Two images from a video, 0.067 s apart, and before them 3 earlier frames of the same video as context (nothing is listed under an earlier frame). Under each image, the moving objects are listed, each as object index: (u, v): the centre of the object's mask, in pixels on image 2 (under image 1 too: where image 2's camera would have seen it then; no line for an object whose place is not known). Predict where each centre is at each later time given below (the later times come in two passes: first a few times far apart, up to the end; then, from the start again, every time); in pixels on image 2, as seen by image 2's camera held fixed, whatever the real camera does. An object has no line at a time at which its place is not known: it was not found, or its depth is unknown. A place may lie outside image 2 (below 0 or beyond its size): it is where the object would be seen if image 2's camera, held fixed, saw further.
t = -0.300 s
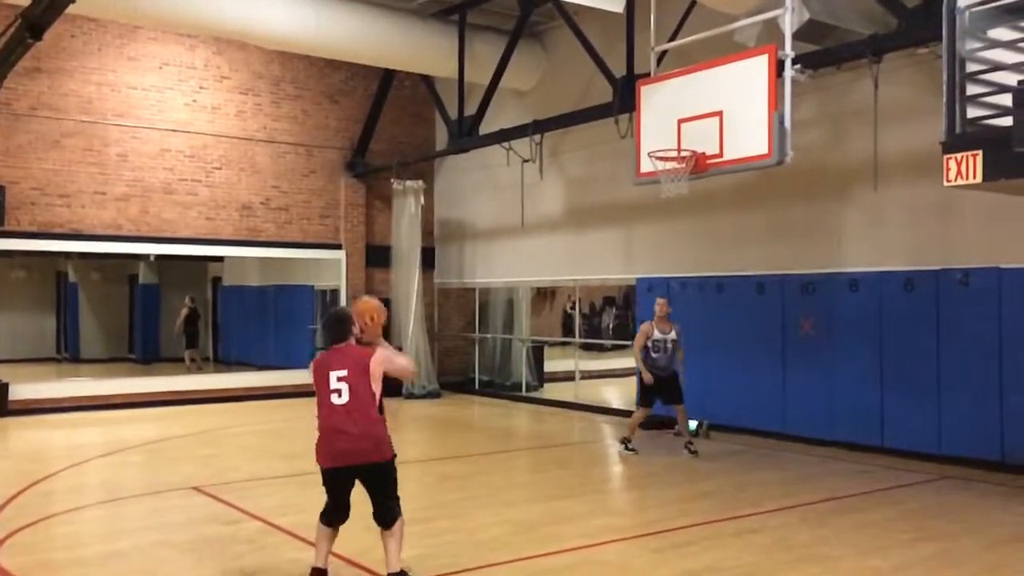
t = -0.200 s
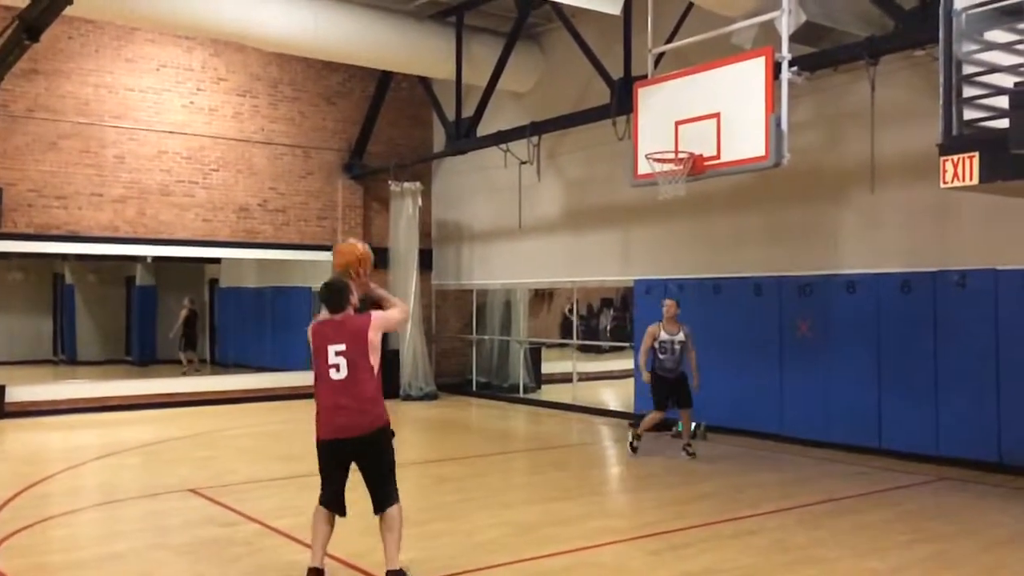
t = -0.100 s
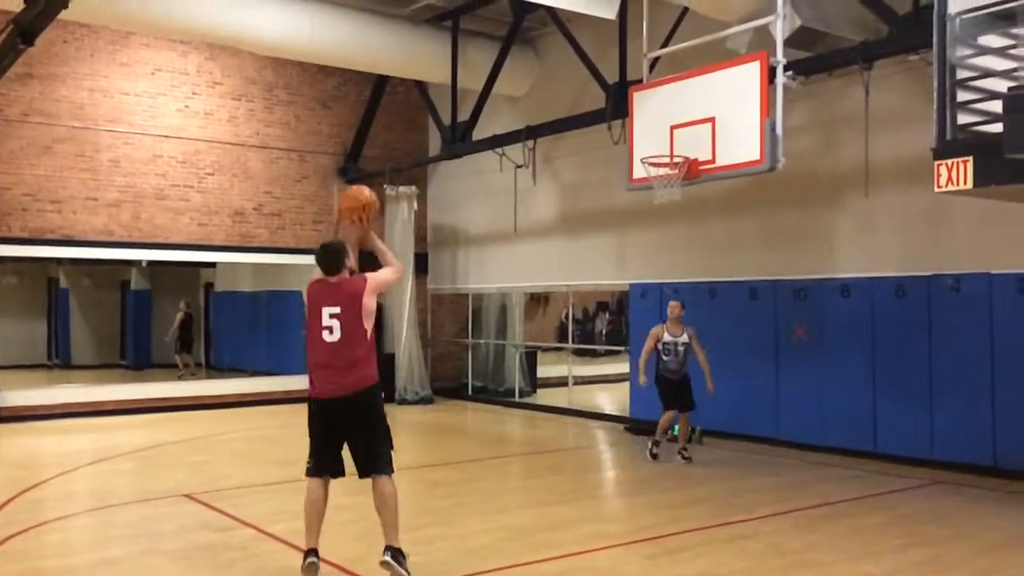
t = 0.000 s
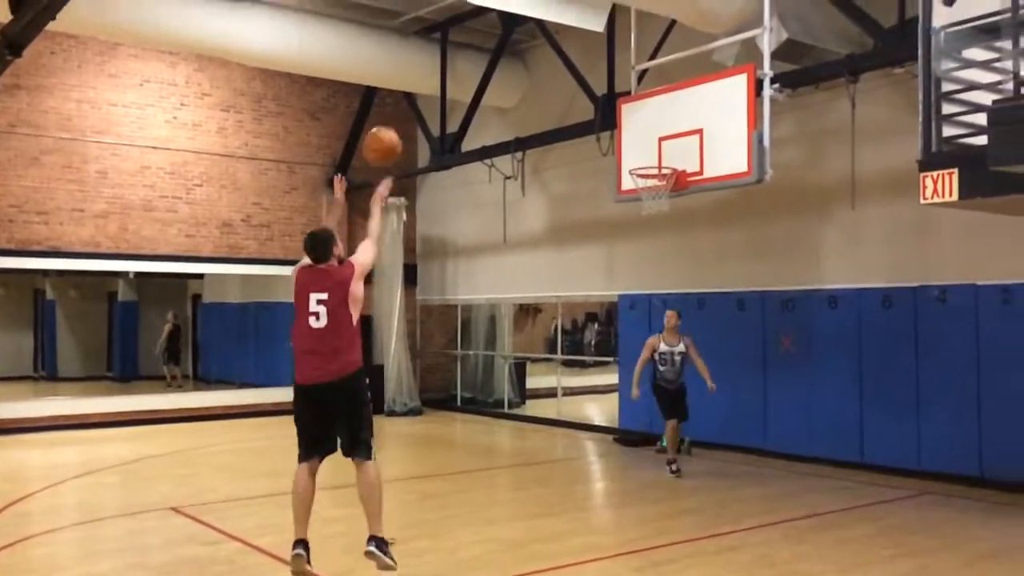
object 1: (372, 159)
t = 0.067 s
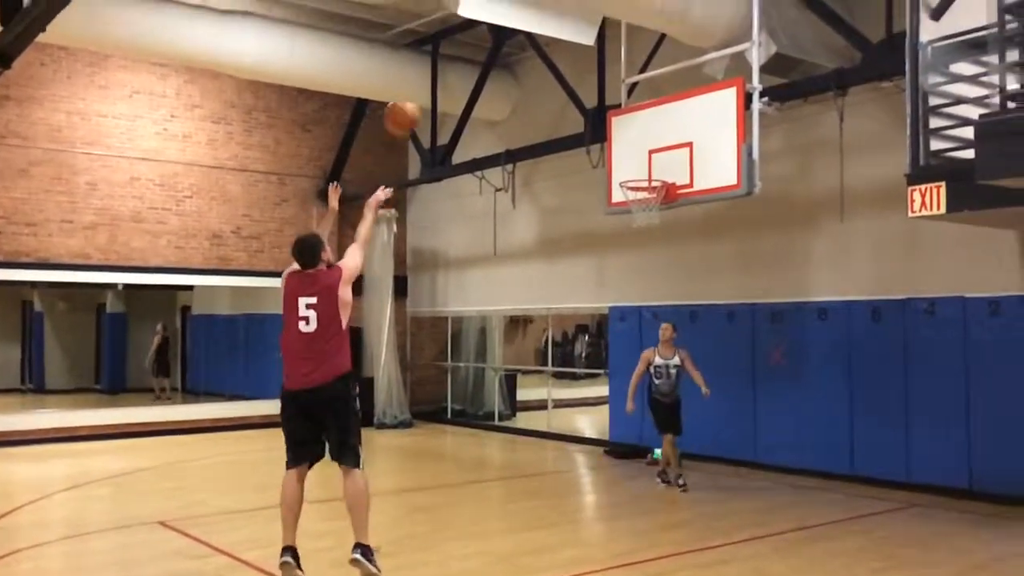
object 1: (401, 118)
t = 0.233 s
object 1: (465, 53)
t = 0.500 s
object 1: (543, 39)
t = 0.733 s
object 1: (599, 91)
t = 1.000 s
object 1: (653, 201)
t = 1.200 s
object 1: (652, 269)
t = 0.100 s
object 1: (415, 100)
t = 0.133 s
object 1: (428, 86)
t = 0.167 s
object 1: (441, 73)
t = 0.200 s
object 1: (453, 62)
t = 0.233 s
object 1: (465, 53)
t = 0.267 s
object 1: (476, 47)
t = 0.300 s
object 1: (487, 41)
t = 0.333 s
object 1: (497, 37)
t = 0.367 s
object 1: (507, 35)
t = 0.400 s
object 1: (517, 33)
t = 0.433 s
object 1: (525, 34)
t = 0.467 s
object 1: (535, 36)
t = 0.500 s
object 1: (543, 39)
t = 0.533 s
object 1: (553, 43)
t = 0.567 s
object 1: (561, 48)
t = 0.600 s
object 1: (569, 55)
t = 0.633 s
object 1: (577, 61)
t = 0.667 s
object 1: (585, 71)
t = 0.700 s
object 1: (593, 81)
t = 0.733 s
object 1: (599, 91)
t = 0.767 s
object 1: (607, 105)
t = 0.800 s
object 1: (615, 117)
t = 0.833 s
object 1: (622, 131)
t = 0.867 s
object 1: (628, 144)
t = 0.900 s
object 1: (634, 159)
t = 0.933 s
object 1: (641, 174)
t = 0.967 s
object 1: (648, 192)
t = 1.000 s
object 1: (653, 201)
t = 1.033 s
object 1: (649, 217)
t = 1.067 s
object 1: (650, 222)
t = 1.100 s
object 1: (651, 232)
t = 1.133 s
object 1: (651, 242)
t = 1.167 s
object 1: (652, 255)
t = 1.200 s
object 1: (652, 269)
